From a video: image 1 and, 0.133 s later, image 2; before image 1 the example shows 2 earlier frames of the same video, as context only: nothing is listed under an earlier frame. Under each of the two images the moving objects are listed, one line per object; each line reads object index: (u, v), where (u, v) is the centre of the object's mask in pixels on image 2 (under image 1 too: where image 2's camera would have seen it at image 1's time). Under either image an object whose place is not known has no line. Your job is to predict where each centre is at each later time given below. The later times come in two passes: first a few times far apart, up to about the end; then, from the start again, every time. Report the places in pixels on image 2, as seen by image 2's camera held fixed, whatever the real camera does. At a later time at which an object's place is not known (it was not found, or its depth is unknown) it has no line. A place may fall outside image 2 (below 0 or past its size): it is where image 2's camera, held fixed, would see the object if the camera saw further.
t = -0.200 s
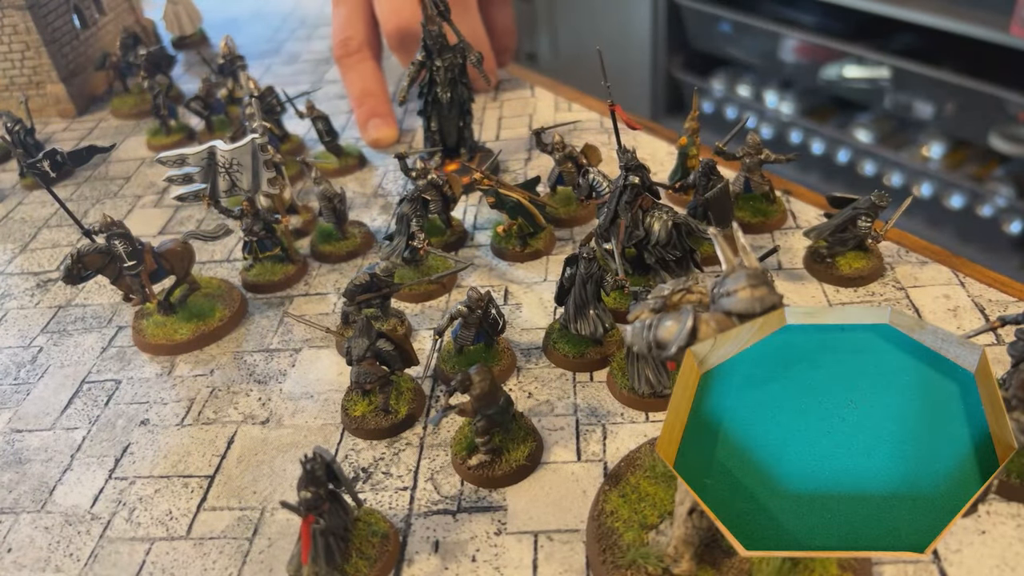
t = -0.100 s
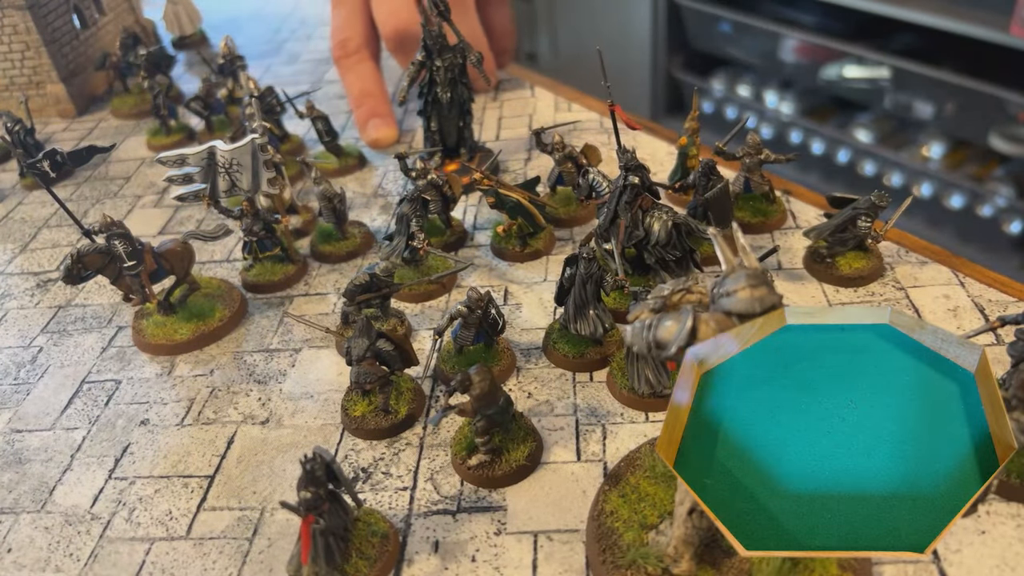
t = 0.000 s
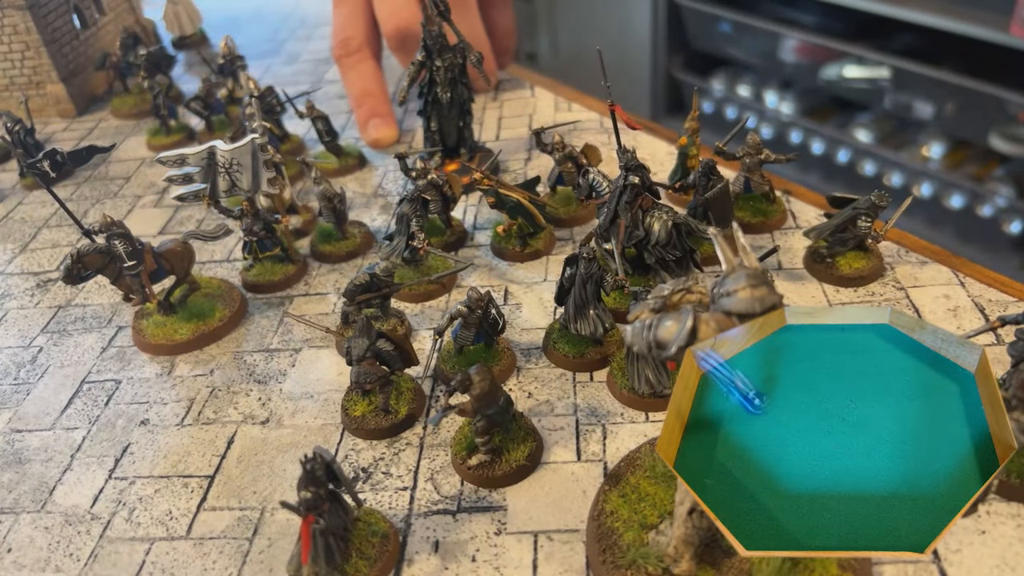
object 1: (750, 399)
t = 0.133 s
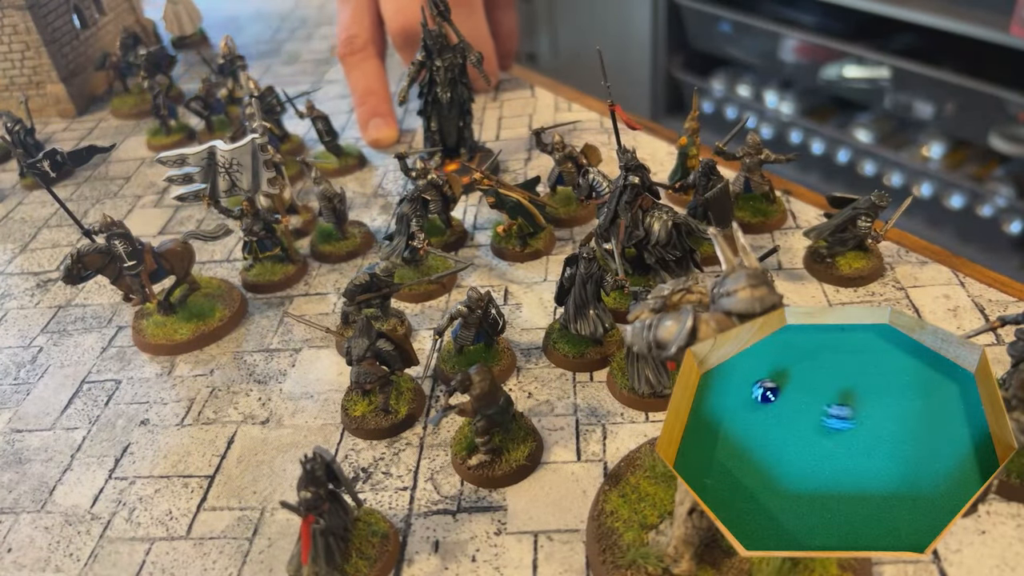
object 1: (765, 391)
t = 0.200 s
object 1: (772, 386)
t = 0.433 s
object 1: (778, 393)
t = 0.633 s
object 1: (778, 392)
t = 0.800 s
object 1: (778, 392)
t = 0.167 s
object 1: (770, 388)
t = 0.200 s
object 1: (772, 386)
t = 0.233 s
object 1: (773, 387)
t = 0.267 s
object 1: (776, 390)
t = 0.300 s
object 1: (778, 392)
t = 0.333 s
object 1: (778, 392)
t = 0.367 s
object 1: (778, 392)
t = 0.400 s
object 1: (778, 392)
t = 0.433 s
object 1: (778, 393)
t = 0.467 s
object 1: (778, 393)
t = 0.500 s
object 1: (778, 392)
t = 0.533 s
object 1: (778, 392)
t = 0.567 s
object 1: (778, 392)
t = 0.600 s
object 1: (778, 392)
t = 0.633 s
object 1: (778, 392)
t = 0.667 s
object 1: (778, 392)
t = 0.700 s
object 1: (778, 392)
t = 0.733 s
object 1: (778, 392)
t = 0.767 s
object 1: (778, 392)
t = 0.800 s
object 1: (778, 392)
